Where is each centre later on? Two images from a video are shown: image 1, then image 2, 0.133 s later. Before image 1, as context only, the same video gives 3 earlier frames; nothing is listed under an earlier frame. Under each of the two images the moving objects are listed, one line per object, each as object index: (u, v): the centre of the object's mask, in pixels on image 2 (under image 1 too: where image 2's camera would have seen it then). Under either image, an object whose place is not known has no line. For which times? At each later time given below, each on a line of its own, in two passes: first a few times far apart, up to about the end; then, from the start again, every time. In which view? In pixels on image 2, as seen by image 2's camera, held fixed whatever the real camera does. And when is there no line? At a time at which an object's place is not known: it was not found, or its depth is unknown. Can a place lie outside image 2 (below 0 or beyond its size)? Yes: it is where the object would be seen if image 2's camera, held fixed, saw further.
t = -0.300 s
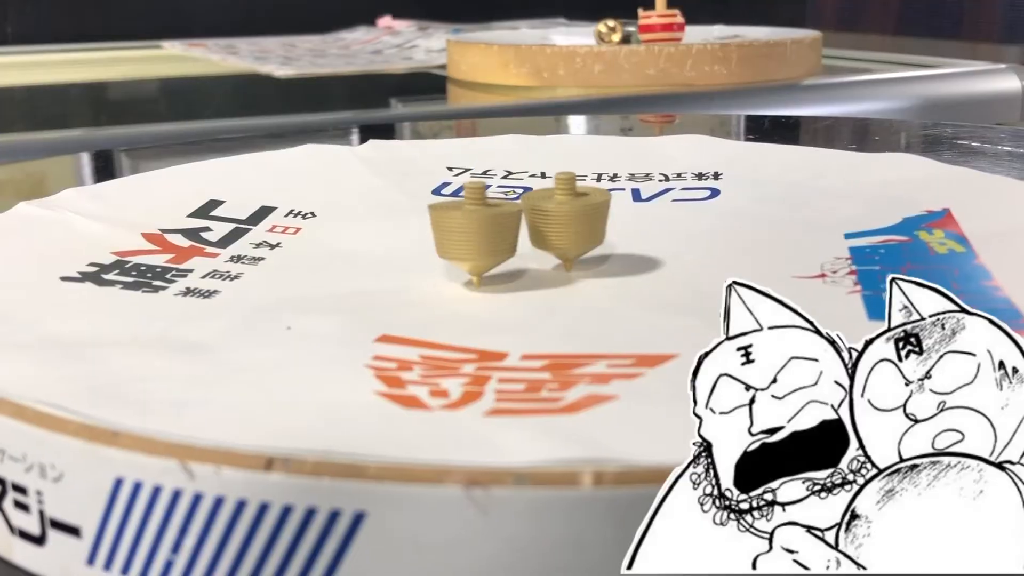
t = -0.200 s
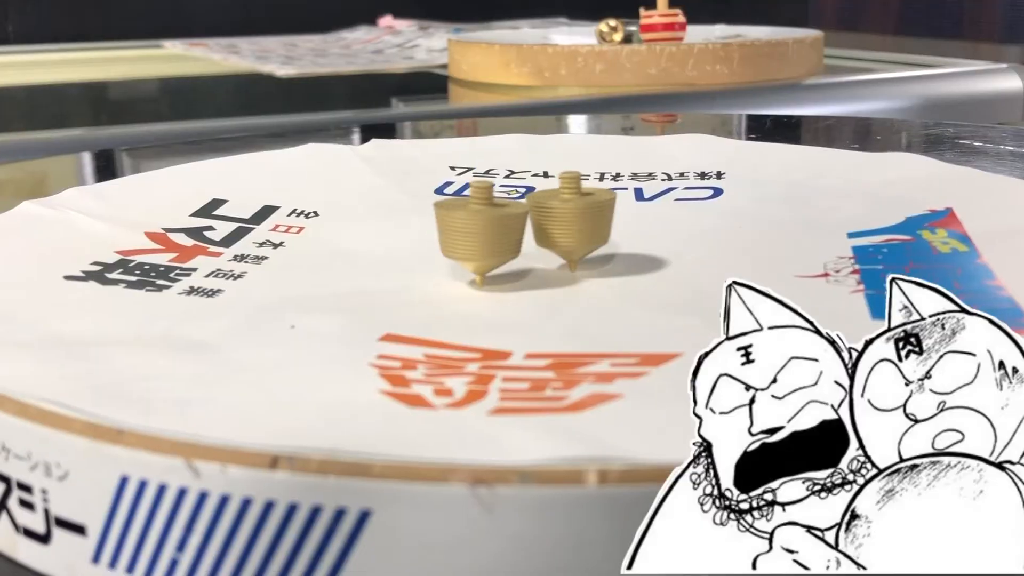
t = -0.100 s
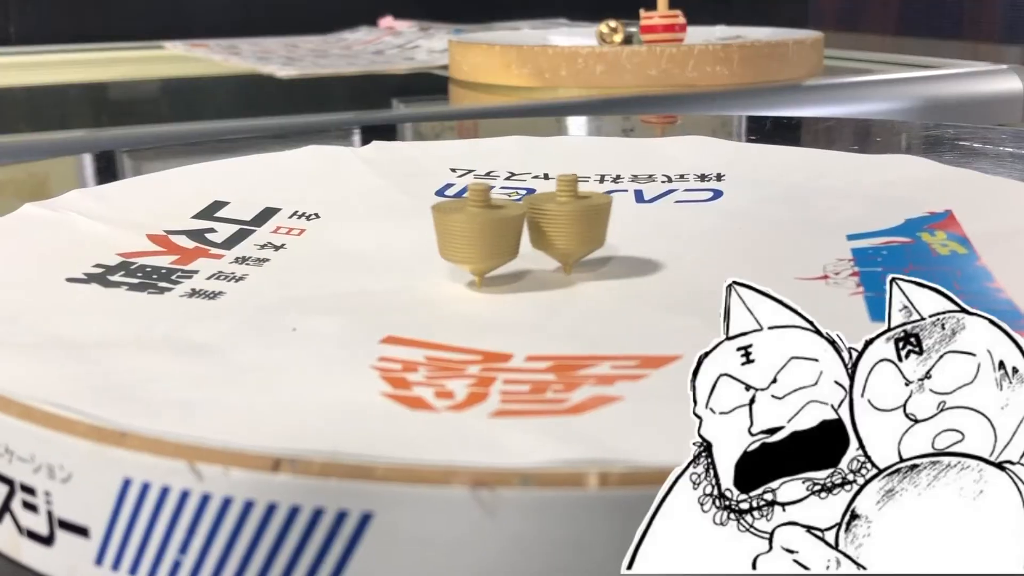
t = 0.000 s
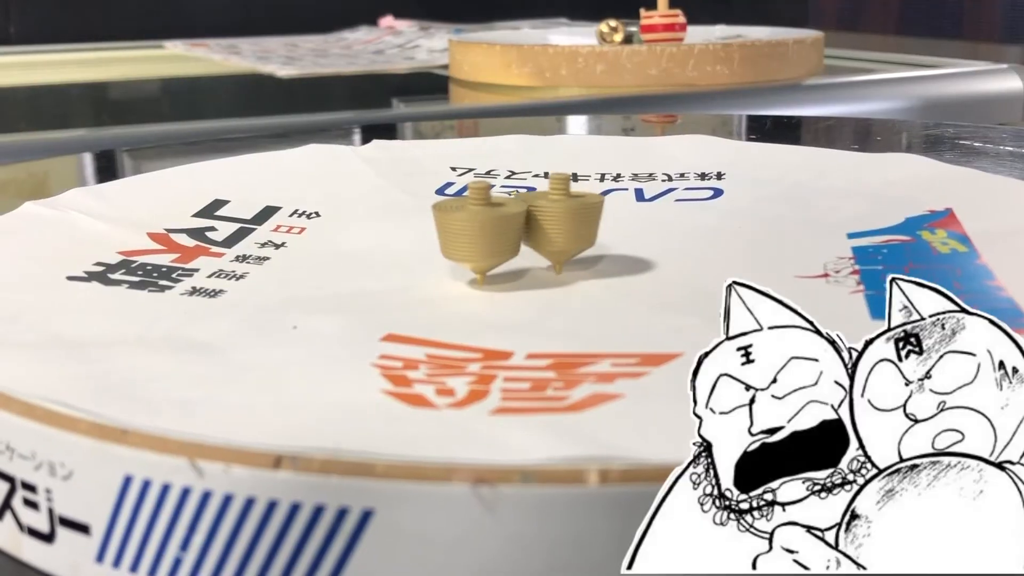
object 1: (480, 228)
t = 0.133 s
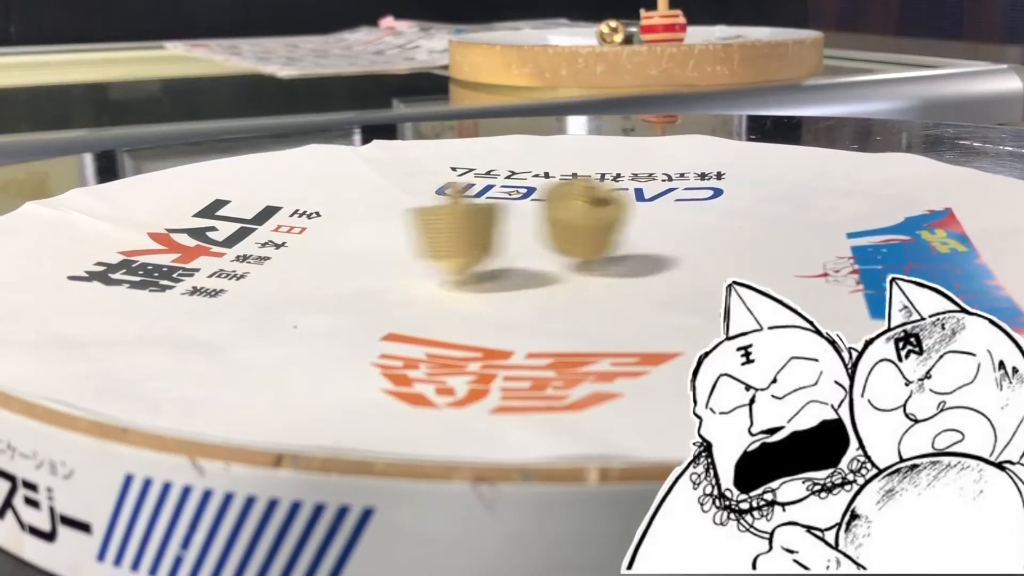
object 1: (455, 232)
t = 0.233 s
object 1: (416, 235)
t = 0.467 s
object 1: (420, 232)
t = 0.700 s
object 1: (427, 236)
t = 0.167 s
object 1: (430, 234)
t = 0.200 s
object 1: (418, 234)
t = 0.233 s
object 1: (416, 235)
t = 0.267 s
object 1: (417, 236)
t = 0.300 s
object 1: (417, 234)
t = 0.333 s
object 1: (416, 232)
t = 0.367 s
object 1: (416, 230)
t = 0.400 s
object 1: (418, 230)
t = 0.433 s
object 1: (420, 231)
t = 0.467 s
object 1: (420, 232)
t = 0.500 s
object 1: (422, 232)
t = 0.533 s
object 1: (424, 233)
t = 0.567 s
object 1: (426, 235)
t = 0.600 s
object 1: (428, 237)
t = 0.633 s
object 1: (428, 236)
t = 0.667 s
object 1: (428, 235)
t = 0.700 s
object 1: (427, 236)
